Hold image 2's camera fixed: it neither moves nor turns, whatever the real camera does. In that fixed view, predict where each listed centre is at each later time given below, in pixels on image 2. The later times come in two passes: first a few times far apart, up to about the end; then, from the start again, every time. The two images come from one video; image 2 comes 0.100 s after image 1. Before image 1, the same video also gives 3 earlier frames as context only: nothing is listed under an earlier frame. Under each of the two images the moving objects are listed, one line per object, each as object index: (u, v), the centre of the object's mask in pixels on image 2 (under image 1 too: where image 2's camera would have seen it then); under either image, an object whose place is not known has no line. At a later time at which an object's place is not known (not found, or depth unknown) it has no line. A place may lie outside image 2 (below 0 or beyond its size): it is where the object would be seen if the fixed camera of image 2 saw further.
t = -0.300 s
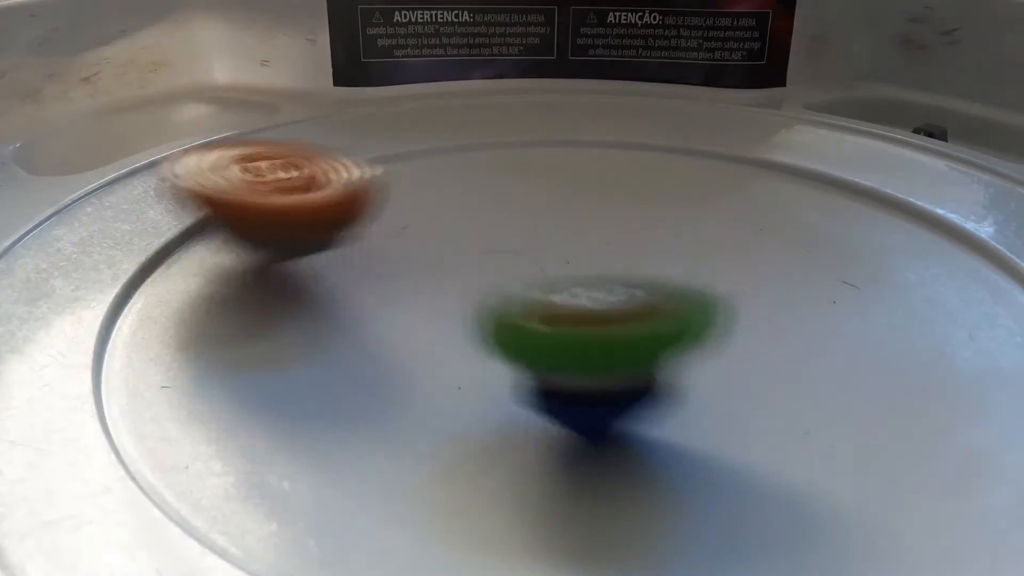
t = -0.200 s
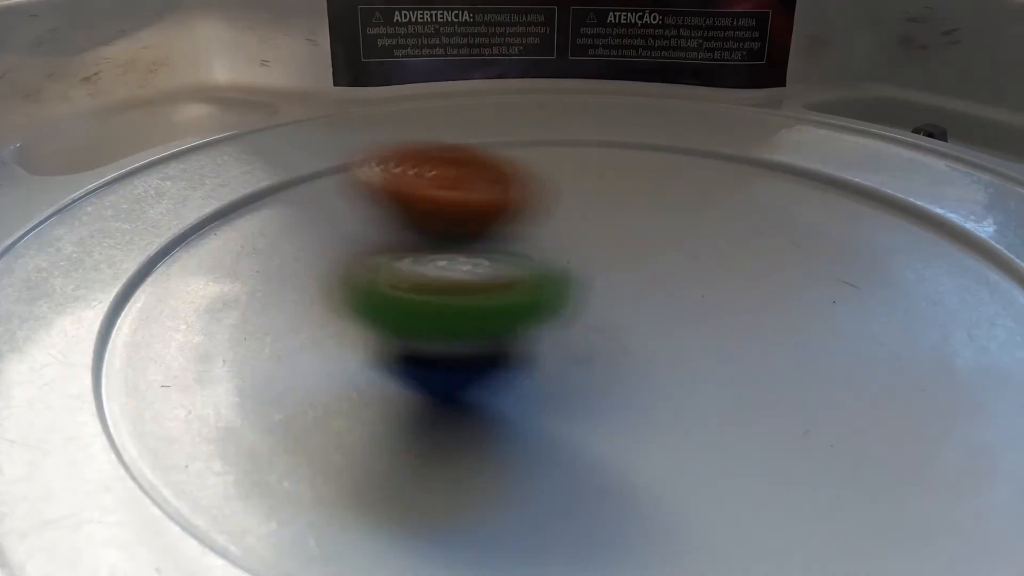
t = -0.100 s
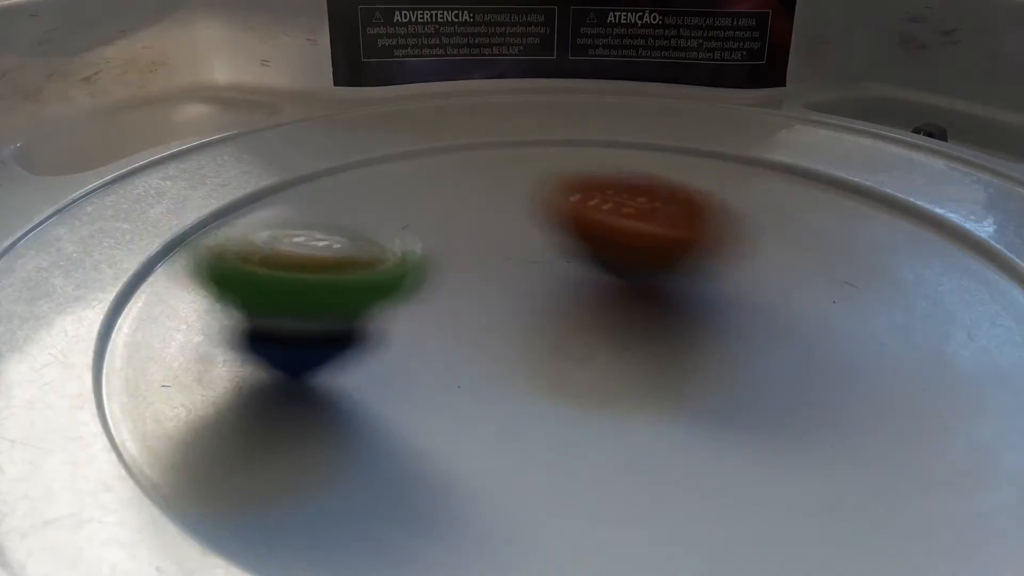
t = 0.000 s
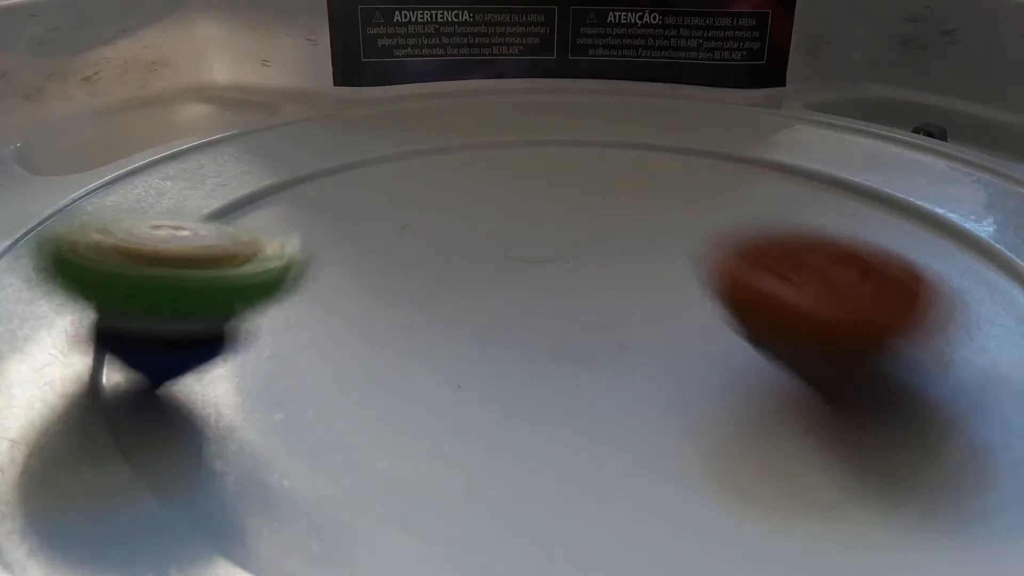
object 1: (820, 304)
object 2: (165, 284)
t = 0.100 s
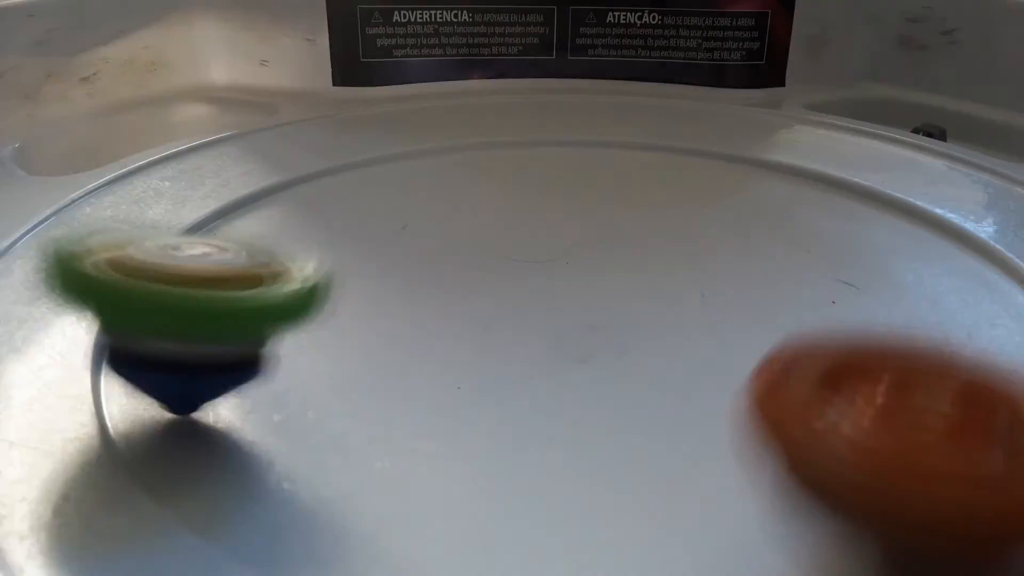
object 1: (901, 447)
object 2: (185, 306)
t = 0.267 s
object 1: (430, 471)
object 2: (361, 315)
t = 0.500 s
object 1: (303, 287)
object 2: (437, 211)
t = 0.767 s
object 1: (671, 255)
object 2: (472, 117)
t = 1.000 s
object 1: (855, 402)
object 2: (568, 151)
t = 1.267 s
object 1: (449, 348)
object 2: (710, 157)
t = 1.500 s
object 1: (630, 223)
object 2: (804, 139)
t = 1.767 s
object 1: (711, 313)
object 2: (935, 119)
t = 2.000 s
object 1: (482, 279)
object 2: (990, 147)
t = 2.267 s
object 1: (614, 207)
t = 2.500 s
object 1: (715, 300)
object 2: (982, 365)
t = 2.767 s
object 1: (429, 305)
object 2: (700, 430)
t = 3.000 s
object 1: (483, 212)
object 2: (354, 359)
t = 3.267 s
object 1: (701, 277)
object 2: (183, 254)
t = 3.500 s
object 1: (570, 363)
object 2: (241, 185)
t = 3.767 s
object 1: (426, 283)
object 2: (431, 153)
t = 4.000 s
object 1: (599, 307)
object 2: (569, 101)
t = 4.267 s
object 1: (573, 378)
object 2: (742, 121)
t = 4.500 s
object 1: (536, 301)
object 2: (891, 161)
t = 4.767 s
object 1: (735, 292)
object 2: (957, 281)
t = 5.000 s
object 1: (648, 325)
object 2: (950, 390)
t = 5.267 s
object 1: (602, 242)
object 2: (691, 455)
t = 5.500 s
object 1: (724, 244)
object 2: (400, 369)
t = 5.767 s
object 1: (577, 295)
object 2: (285, 228)
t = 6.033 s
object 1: (517, 221)
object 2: (351, 151)
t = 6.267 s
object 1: (644, 244)
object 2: (488, 144)
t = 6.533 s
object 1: (547, 322)
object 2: (705, 172)
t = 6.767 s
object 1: (427, 269)
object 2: (871, 212)
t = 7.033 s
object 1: (588, 254)
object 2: (905, 307)
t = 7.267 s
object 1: (636, 305)
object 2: (787, 412)
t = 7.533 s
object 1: (520, 280)
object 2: (528, 435)
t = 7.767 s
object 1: (612, 248)
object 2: (380, 331)
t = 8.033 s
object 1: (666, 309)
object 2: (378, 201)
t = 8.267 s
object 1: (520, 304)
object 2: (464, 148)
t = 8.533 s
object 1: (550, 266)
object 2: (623, 136)
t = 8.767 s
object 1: (582, 321)
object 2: (750, 130)
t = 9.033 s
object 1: (495, 309)
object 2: (811, 219)
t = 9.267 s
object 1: (528, 269)
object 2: (846, 348)
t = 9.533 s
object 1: (606, 247)
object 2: (786, 437)
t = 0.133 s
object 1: (864, 476)
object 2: (223, 316)
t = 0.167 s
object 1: (783, 482)
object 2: (260, 322)
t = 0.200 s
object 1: (642, 492)
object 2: (293, 327)
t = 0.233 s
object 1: (529, 482)
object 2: (329, 329)
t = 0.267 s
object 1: (430, 471)
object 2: (361, 315)
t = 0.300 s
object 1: (354, 460)
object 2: (394, 303)
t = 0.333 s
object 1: (297, 437)
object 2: (417, 292)
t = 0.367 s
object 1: (262, 401)
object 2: (430, 281)
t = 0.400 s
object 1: (250, 367)
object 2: (435, 269)
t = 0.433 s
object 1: (259, 339)
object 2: (434, 252)
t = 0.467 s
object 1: (281, 310)
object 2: (431, 233)
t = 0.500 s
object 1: (303, 287)
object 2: (437, 211)
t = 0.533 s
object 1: (332, 271)
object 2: (445, 184)
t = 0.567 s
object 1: (367, 258)
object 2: (448, 160)
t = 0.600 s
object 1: (411, 248)
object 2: (448, 141)
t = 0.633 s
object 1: (458, 245)
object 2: (445, 122)
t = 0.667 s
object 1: (513, 243)
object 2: (442, 106)
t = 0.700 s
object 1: (567, 244)
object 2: (450, 109)
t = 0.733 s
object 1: (621, 248)
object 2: (461, 114)
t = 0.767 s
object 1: (671, 255)
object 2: (472, 117)
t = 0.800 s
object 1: (717, 265)
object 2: (484, 122)
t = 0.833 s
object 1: (763, 279)
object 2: (499, 128)
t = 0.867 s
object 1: (805, 301)
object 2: (511, 132)
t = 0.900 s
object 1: (841, 324)
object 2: (525, 137)
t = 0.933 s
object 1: (866, 351)
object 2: (539, 143)
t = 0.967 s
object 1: (870, 378)
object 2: (553, 147)
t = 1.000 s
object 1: (855, 402)
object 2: (568, 151)
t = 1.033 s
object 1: (813, 424)
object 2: (585, 156)
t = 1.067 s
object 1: (753, 437)
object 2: (602, 159)
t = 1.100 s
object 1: (677, 440)
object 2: (618, 160)
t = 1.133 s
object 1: (596, 434)
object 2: (635, 162)
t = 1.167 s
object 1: (539, 418)
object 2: (653, 162)
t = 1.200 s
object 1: (490, 397)
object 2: (672, 161)
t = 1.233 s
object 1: (461, 373)
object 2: (692, 159)
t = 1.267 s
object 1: (449, 348)
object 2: (710, 157)
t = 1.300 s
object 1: (452, 323)
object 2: (727, 154)
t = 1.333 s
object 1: (466, 300)
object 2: (744, 151)
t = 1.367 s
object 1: (487, 280)
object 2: (758, 147)
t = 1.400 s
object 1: (516, 261)
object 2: (772, 143)
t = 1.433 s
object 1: (549, 246)
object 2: (785, 140)
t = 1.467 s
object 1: (589, 234)
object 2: (795, 139)
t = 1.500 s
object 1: (630, 223)
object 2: (804, 139)
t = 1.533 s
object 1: (669, 217)
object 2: (813, 140)
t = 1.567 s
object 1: (698, 220)
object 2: (836, 136)
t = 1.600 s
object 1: (721, 226)
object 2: (849, 132)
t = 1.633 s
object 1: (728, 242)
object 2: (871, 125)
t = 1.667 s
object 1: (736, 261)
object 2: (885, 121)
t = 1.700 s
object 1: (740, 280)
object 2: (901, 119)
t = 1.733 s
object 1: (732, 298)
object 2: (918, 118)
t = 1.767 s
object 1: (711, 313)
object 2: (935, 119)
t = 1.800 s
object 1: (679, 322)
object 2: (949, 119)
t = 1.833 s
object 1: (640, 326)
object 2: (961, 121)
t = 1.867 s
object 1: (598, 325)
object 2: (973, 123)
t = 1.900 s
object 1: (557, 319)
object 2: (984, 125)
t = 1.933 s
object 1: (523, 308)
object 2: (991, 126)
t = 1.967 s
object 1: (498, 294)
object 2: (990, 136)
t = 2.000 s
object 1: (482, 279)
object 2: (990, 147)
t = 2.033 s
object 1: (476, 263)
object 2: (989, 158)
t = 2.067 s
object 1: (479, 248)
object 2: (990, 168)
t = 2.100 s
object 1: (489, 234)
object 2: (992, 181)
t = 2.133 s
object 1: (507, 222)
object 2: (995, 196)
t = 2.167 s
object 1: (529, 213)
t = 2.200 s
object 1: (555, 208)
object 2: (1003, 215)
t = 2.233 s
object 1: (584, 206)
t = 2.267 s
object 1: (614, 207)
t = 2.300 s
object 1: (643, 211)
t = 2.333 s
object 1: (668, 219)
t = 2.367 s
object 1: (692, 231)
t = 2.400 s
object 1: (710, 246)
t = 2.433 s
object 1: (721, 263)
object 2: (999, 328)
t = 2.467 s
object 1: (723, 280)
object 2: (990, 345)
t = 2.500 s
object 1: (715, 300)
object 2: (982, 365)
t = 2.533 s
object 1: (695, 315)
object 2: (969, 389)
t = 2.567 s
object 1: (663, 327)
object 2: (954, 411)
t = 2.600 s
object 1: (623, 335)
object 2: (935, 432)
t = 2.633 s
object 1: (581, 338)
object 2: (910, 445)
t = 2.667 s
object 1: (534, 336)
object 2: (874, 442)
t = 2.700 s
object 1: (494, 329)
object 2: (825, 440)
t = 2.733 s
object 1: (457, 318)
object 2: (762, 434)
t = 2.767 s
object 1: (429, 305)
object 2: (700, 430)
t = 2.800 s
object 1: (411, 289)
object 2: (646, 425)
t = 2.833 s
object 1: (404, 273)
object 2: (588, 416)
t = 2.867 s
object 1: (407, 255)
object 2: (539, 406)
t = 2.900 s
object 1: (417, 241)
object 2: (489, 397)
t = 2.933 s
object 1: (432, 228)
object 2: (439, 384)
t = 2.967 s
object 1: (456, 219)
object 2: (396, 373)
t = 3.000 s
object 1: (483, 212)
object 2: (354, 359)
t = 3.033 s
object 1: (515, 209)
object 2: (319, 349)
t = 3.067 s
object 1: (547, 209)
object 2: (290, 337)
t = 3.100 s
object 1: (580, 213)
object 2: (264, 324)
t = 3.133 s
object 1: (612, 220)
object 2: (240, 311)
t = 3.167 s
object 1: (639, 228)
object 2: (220, 296)
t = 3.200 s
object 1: (666, 245)
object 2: (203, 282)
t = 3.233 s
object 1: (685, 257)
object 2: (192, 270)
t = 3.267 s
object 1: (701, 277)
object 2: (183, 254)
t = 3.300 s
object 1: (709, 295)
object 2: (179, 242)
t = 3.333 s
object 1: (707, 314)
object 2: (181, 230)
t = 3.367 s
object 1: (696, 329)
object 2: (184, 214)
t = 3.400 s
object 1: (677, 342)
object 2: (193, 206)
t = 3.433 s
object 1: (647, 353)
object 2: (209, 199)
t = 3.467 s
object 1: (610, 361)
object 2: (224, 190)
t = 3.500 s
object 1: (570, 363)
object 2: (241, 185)
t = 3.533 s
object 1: (526, 361)
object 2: (259, 180)
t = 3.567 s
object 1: (487, 353)
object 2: (279, 177)
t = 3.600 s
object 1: (450, 342)
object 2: (300, 175)
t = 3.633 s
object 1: (422, 328)
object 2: (325, 175)
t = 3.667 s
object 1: (407, 312)
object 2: (351, 172)
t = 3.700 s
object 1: (404, 294)
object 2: (375, 169)
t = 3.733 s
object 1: (411, 284)
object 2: (403, 163)
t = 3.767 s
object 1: (426, 283)
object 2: (431, 153)
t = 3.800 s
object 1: (448, 280)
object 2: (453, 145)
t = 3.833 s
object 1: (470, 279)
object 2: (473, 137)
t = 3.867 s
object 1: (498, 279)
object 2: (493, 126)
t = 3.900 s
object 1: (524, 283)
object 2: (511, 118)
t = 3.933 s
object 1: (550, 288)
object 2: (530, 112)
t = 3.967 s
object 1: (575, 297)
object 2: (549, 106)
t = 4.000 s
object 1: (599, 307)
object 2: (569, 101)
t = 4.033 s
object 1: (619, 319)
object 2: (590, 103)
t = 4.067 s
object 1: (633, 332)
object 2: (609, 106)
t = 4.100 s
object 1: (641, 343)
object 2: (630, 109)
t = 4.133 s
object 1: (642, 354)
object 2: (653, 112)
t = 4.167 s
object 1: (636, 364)
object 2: (674, 114)
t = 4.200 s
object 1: (622, 373)
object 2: (695, 116)
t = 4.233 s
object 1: (600, 377)
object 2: (718, 118)
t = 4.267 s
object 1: (573, 378)
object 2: (742, 121)
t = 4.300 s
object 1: (545, 374)
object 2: (765, 124)
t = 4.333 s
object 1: (523, 365)
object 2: (789, 129)
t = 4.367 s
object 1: (509, 352)
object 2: (809, 132)
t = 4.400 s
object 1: (505, 339)
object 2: (832, 137)
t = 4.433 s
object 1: (508, 326)
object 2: (853, 145)
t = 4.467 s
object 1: (519, 312)
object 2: (873, 153)
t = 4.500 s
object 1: (536, 301)
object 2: (891, 161)
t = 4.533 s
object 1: (560, 293)
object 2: (908, 169)
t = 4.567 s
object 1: (587, 286)
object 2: (923, 184)
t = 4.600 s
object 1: (615, 282)
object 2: (931, 200)
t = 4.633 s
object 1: (646, 280)
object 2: (936, 217)
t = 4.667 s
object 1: (674, 279)
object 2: (941, 232)
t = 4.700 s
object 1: (704, 281)
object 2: (944, 249)
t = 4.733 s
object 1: (728, 286)
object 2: (945, 268)
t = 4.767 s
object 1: (735, 292)
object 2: (957, 281)
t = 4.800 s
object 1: (742, 300)
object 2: (963, 293)
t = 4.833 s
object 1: (745, 309)
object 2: (968, 305)
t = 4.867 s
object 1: (739, 318)
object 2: (971, 321)
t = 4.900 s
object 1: (726, 326)
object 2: (969, 337)
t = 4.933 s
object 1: (703, 330)
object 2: (964, 355)
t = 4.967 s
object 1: (675, 329)
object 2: (958, 372)
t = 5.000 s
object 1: (648, 325)
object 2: (950, 390)
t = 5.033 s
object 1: (620, 318)
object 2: (942, 412)
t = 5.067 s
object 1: (601, 308)
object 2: (929, 429)
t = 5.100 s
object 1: (589, 296)
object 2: (910, 441)
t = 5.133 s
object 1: (582, 284)
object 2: (885, 449)
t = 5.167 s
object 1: (581, 273)
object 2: (851, 451)
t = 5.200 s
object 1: (583, 261)
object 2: (800, 453)
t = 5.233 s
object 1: (591, 251)
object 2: (746, 455)
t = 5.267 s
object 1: (602, 242)
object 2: (691, 455)
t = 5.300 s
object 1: (617, 234)
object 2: (636, 450)
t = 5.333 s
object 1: (635, 229)
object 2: (583, 441)
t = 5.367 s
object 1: (653, 226)
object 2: (536, 431)
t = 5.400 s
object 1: (674, 225)
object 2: (492, 419)
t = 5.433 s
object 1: (695, 228)
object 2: (459, 403)
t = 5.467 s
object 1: (711, 234)
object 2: (428, 388)
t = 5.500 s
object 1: (724, 244)
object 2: (400, 369)
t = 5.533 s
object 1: (730, 256)
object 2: (374, 351)
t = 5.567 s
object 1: (727, 269)
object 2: (350, 331)
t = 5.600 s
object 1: (715, 281)
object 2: (329, 311)
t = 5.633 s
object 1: (695, 291)
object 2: (314, 293)
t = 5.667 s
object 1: (668, 297)
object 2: (302, 275)
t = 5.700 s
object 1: (637, 300)
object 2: (293, 260)
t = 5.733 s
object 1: (606, 299)
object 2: (288, 242)
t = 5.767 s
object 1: (577, 295)
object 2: (285, 228)
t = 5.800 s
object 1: (550, 288)
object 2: (286, 213)
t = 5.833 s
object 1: (526, 279)
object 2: (291, 202)
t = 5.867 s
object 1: (509, 270)
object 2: (298, 193)
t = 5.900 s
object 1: (496, 259)
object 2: (308, 183)
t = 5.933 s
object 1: (491, 248)
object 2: (318, 173)
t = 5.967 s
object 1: (494, 238)
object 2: (327, 164)
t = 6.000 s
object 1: (502, 229)
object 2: (338, 156)
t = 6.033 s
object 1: (517, 221)
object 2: (351, 151)
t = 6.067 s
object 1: (534, 216)
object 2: (366, 148)
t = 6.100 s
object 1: (553, 213)
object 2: (382, 145)
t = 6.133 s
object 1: (574, 214)
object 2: (401, 143)
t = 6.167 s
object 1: (596, 217)
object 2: (422, 142)
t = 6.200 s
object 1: (616, 224)
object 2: (442, 142)
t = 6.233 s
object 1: (631, 233)
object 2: (463, 142)
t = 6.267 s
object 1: (644, 244)
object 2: (488, 144)
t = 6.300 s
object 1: (652, 256)
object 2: (512, 146)
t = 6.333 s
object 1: (654, 269)
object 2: (538, 149)
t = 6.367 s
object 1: (648, 284)
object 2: (564, 153)
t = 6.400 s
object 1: (638, 295)
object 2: (592, 157)
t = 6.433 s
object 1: (622, 305)
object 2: (621, 161)
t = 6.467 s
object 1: (603, 313)
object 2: (649, 165)
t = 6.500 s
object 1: (575, 319)
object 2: (677, 168)
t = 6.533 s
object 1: (547, 322)
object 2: (705, 172)
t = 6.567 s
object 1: (518, 321)
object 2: (732, 176)
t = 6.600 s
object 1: (491, 317)
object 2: (758, 181)
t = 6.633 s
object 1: (465, 310)
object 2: (784, 185)
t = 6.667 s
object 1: (443, 301)
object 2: (807, 191)
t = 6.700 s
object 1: (431, 291)
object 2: (830, 197)
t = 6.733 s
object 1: (426, 280)
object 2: (851, 203)
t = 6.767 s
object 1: (427, 269)
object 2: (871, 212)
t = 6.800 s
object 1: (436, 259)
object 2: (887, 220)
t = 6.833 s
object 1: (449, 251)
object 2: (903, 230)
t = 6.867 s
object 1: (468, 245)
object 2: (912, 240)
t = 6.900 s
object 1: (489, 242)
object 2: (916, 252)
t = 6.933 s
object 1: (514, 242)
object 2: (919, 265)
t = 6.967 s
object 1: (540, 244)
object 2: (917, 280)
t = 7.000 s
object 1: (564, 248)
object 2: (913, 293)
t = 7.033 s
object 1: (588, 254)
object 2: (905, 307)
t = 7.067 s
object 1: (611, 262)
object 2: (893, 319)
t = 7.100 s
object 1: (630, 271)
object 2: (874, 332)
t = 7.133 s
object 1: (647, 281)
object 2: (850, 347)
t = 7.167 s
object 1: (650, 286)
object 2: (835, 365)
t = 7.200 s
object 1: (650, 293)
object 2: (825, 384)
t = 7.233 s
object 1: (646, 299)
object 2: (809, 399)
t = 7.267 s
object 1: (636, 305)
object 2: (787, 412)
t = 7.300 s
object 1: (622, 310)
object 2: (767, 423)
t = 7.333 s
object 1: (601, 313)
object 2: (745, 433)
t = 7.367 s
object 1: (579, 313)
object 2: (716, 440)
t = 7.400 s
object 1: (559, 310)
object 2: (678, 444)
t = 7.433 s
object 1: (541, 303)
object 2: (640, 446)
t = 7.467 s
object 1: (529, 297)
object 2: (602, 446)
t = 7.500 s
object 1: (522, 288)
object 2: (564, 441)
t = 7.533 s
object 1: (520, 280)
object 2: (528, 435)
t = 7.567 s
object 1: (524, 271)
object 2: (494, 423)
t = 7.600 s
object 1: (531, 263)
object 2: (467, 413)
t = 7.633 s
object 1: (543, 258)
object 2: (447, 400)
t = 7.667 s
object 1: (557, 252)
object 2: (425, 385)
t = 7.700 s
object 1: (575, 249)
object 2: (409, 367)
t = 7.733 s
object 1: (594, 247)
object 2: (393, 350)
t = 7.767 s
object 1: (612, 248)
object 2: (380, 331)
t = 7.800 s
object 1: (631, 251)
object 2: (371, 313)
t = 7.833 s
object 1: (648, 256)
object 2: (365, 294)
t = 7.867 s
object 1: (663, 263)
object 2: (362, 276)
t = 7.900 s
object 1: (673, 271)
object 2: (361, 258)
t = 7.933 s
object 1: (681, 281)
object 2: (363, 245)
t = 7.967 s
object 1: (682, 291)
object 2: (366, 230)
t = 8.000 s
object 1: (677, 300)
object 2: (372, 215)
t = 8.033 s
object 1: (666, 309)
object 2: (378, 201)
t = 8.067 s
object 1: (648, 315)
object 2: (386, 189)
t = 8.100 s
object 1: (627, 319)
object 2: (396, 179)
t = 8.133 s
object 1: (604, 322)
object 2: (407, 170)
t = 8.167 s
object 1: (580, 321)
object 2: (420, 162)
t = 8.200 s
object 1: (557, 316)
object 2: (433, 156)
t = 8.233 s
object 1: (536, 311)
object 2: (448, 151)
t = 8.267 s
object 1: (520, 304)
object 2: (464, 148)
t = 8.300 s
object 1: (508, 294)
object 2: (480, 147)
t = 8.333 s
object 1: (501, 284)
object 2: (497, 146)
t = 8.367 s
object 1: (500, 275)
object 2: (515, 146)
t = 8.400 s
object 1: (503, 266)
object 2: (535, 146)
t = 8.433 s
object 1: (510, 258)
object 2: (556, 147)
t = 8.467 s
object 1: (521, 254)
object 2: (579, 149)
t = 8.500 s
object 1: (536, 259)
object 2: (602, 144)
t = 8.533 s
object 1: (550, 266)
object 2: (623, 136)
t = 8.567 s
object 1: (561, 274)
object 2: (643, 133)
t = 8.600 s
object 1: (570, 281)
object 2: (661, 129)
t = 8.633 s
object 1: (579, 289)
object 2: (680, 126)
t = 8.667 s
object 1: (583, 297)
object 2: (699, 125)
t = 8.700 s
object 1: (586, 306)
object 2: (718, 125)
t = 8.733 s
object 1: (586, 314)
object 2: (735, 127)
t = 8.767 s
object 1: (582, 321)
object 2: (750, 130)
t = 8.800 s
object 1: (575, 327)
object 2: (766, 135)
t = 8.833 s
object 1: (563, 332)
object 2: (778, 141)
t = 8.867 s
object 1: (549, 335)
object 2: (788, 148)
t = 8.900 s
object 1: (533, 335)
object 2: (798, 158)
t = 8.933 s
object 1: (517, 331)
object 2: (805, 172)
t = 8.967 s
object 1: (504, 325)
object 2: (809, 187)
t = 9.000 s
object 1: (496, 318)
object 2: (811, 203)
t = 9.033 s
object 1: (495, 309)
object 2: (811, 219)
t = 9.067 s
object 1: (500, 302)
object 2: (809, 237)
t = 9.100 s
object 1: (511, 295)
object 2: (805, 256)
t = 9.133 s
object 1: (525, 290)
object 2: (795, 275)
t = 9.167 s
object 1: (541, 286)
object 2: (786, 297)
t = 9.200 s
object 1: (542, 281)
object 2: (798, 315)
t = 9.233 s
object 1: (531, 275)
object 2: (828, 332)
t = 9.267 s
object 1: (528, 269)
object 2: (846, 348)
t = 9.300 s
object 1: (528, 263)
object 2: (861, 364)
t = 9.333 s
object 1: (531, 256)
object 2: (871, 377)
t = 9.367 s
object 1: (538, 251)
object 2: (873, 390)
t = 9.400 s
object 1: (548, 246)
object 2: (869, 403)
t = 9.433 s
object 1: (562, 244)
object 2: (859, 416)
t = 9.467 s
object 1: (576, 243)
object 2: (842, 425)
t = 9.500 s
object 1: (591, 244)
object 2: (818, 434)
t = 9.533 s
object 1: (606, 247)
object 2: (786, 437)
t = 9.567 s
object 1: (619, 253)
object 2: (749, 439)
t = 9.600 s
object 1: (630, 259)
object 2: (713, 439)
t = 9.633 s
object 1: (638, 267)
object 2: (677, 434)
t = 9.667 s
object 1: (642, 274)
